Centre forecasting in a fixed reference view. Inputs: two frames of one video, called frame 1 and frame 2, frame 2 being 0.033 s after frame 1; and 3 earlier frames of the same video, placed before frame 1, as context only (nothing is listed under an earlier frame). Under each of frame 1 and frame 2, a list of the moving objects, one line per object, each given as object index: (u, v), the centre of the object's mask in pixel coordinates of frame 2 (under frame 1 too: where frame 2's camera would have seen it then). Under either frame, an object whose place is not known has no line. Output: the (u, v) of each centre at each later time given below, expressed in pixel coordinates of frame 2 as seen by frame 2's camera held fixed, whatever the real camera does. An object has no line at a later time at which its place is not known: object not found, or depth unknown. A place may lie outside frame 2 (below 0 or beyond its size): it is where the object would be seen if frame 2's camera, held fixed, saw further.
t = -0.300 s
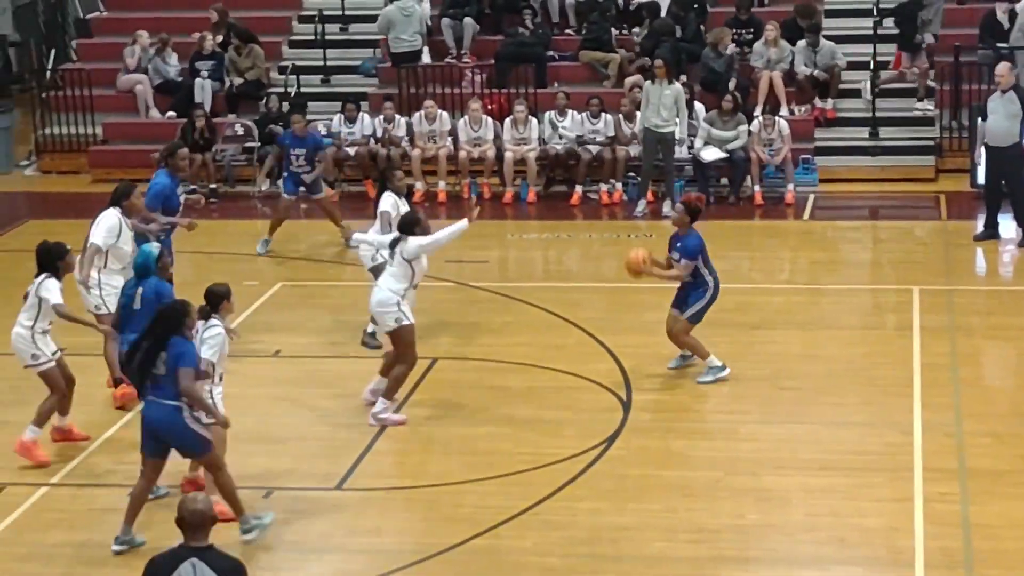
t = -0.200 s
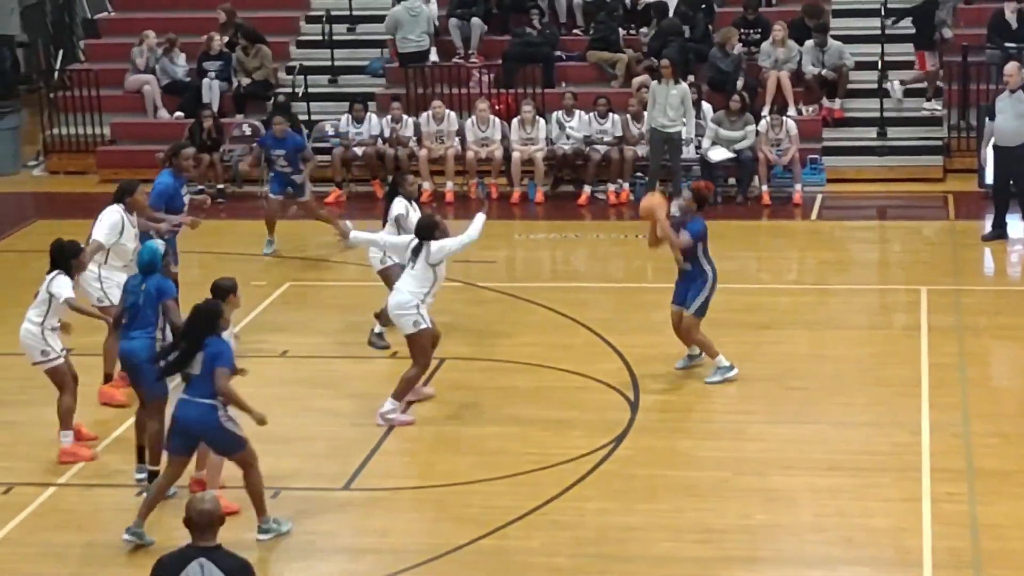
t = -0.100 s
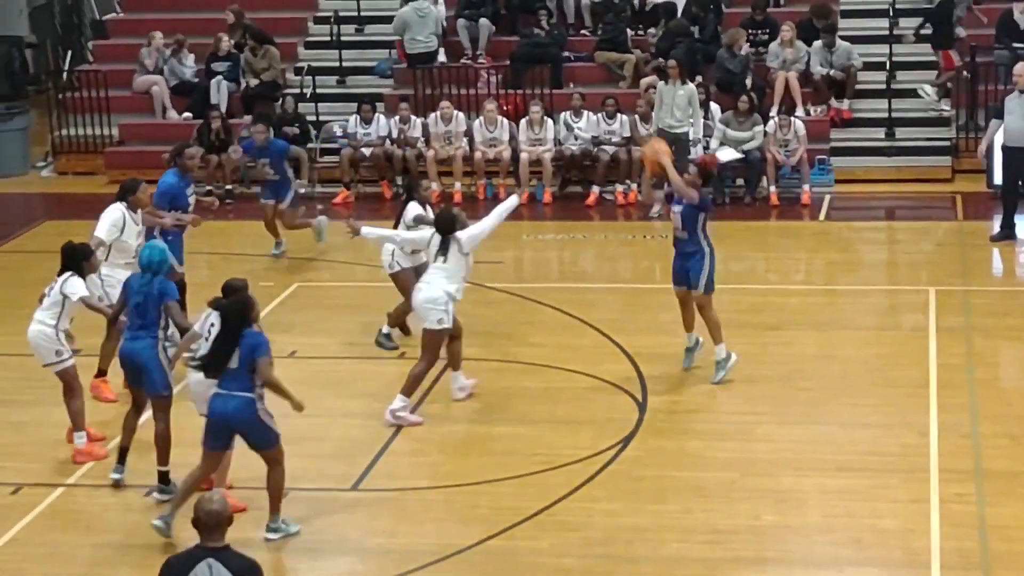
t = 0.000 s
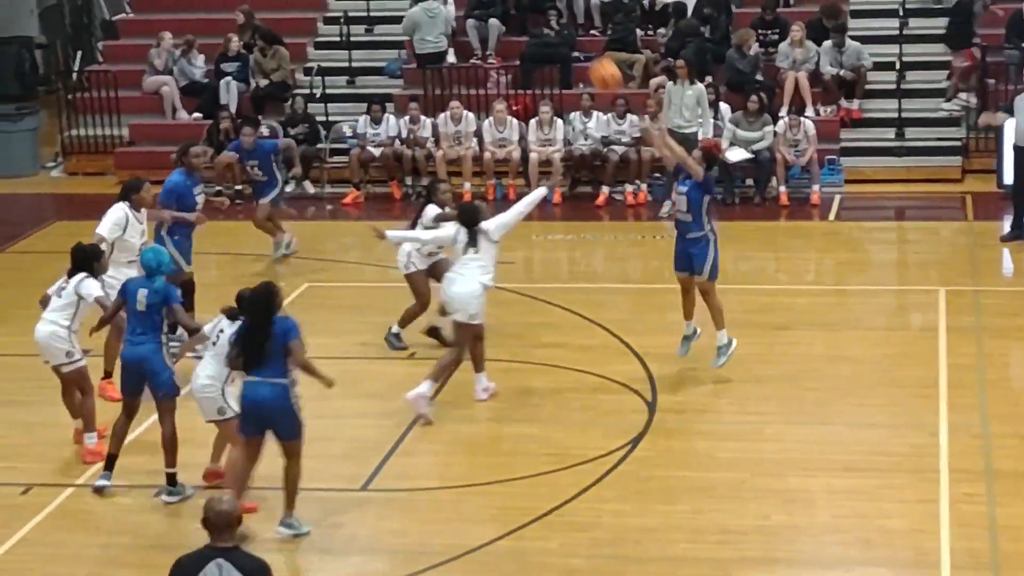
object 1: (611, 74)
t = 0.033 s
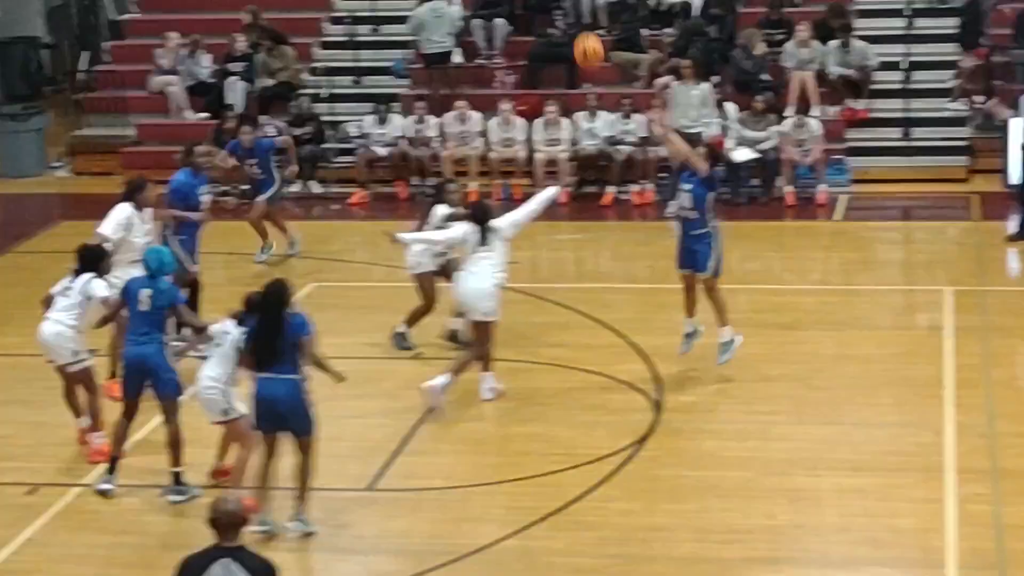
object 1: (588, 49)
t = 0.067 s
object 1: (566, 27)
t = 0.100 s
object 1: (543, 12)
